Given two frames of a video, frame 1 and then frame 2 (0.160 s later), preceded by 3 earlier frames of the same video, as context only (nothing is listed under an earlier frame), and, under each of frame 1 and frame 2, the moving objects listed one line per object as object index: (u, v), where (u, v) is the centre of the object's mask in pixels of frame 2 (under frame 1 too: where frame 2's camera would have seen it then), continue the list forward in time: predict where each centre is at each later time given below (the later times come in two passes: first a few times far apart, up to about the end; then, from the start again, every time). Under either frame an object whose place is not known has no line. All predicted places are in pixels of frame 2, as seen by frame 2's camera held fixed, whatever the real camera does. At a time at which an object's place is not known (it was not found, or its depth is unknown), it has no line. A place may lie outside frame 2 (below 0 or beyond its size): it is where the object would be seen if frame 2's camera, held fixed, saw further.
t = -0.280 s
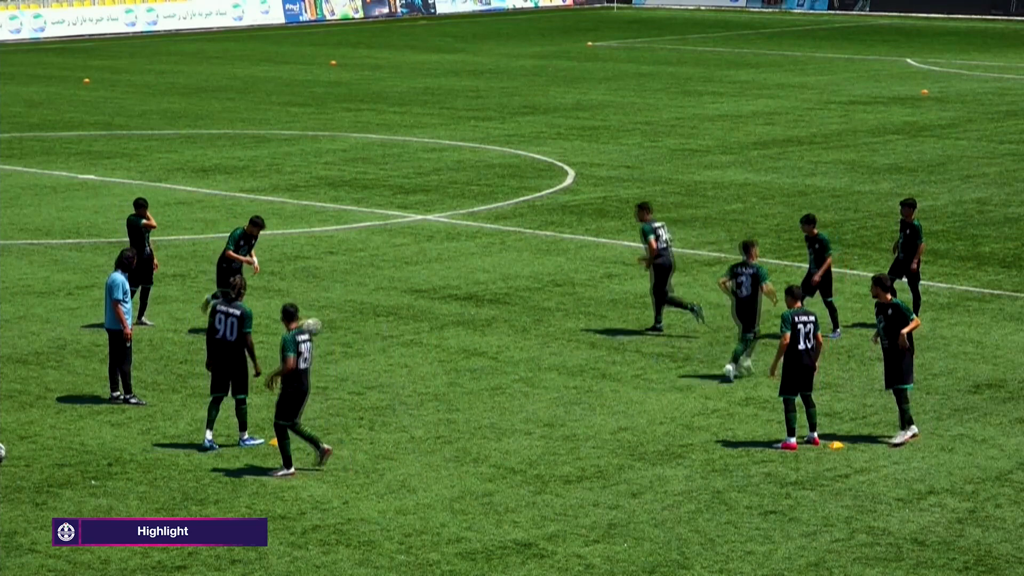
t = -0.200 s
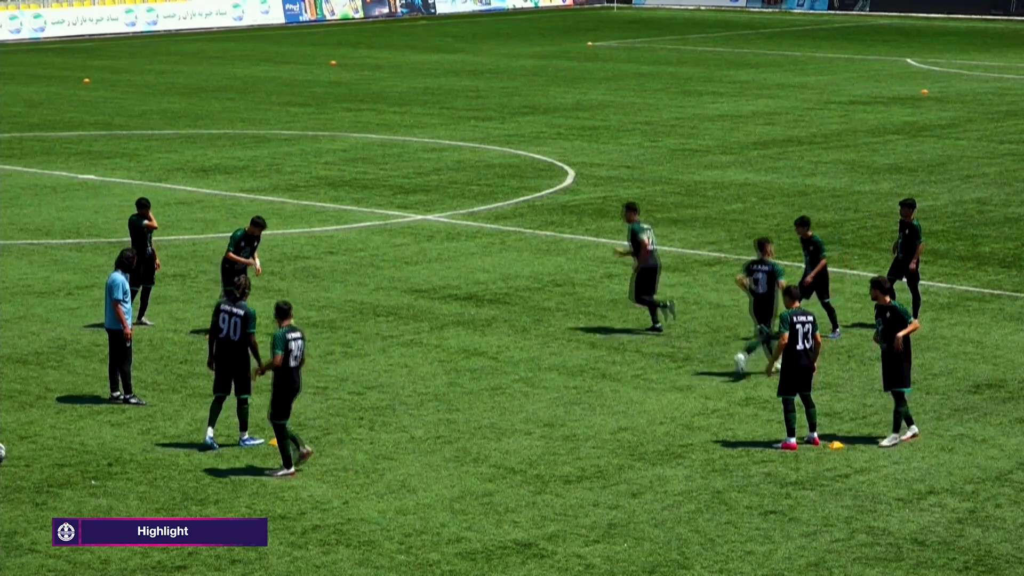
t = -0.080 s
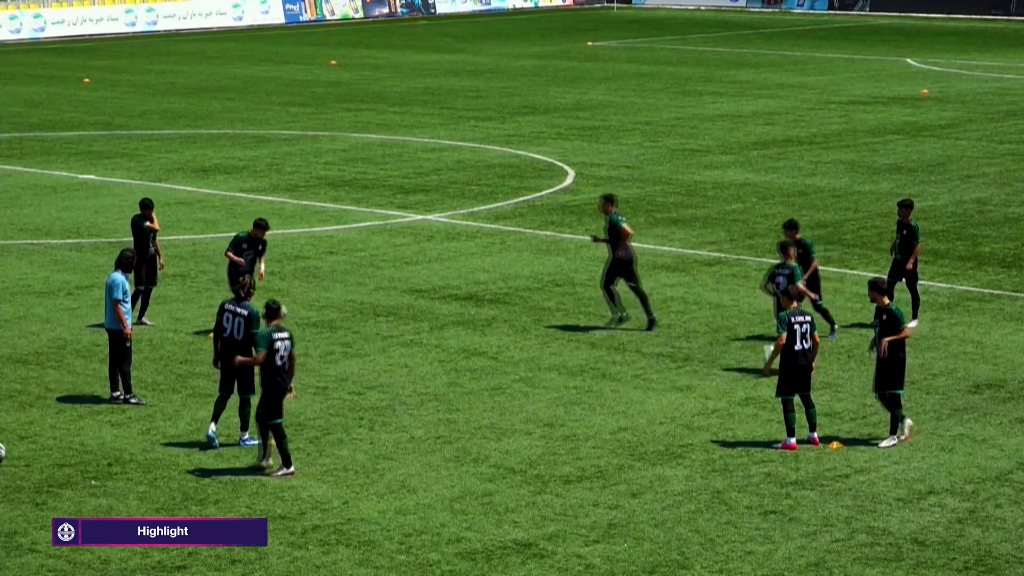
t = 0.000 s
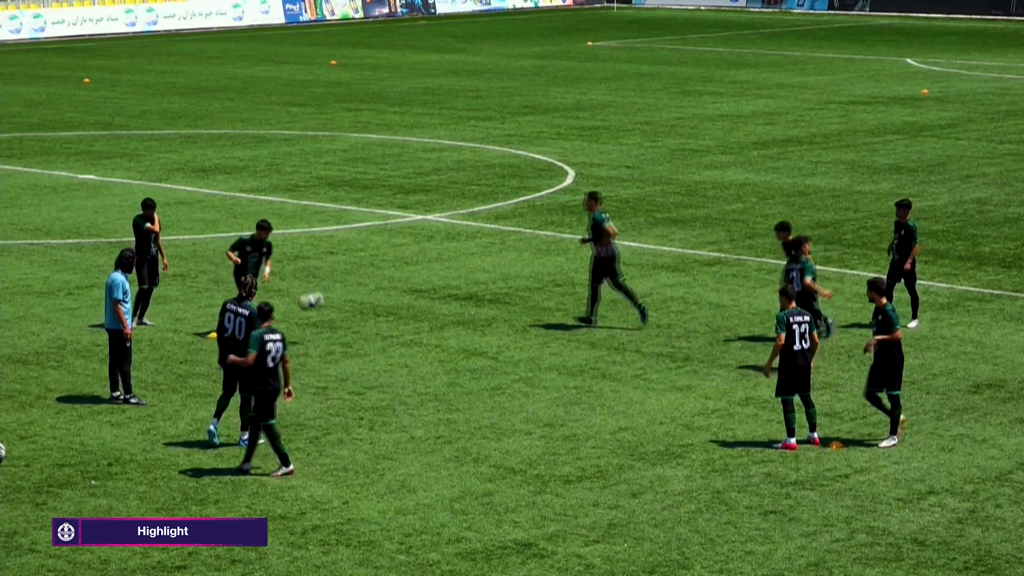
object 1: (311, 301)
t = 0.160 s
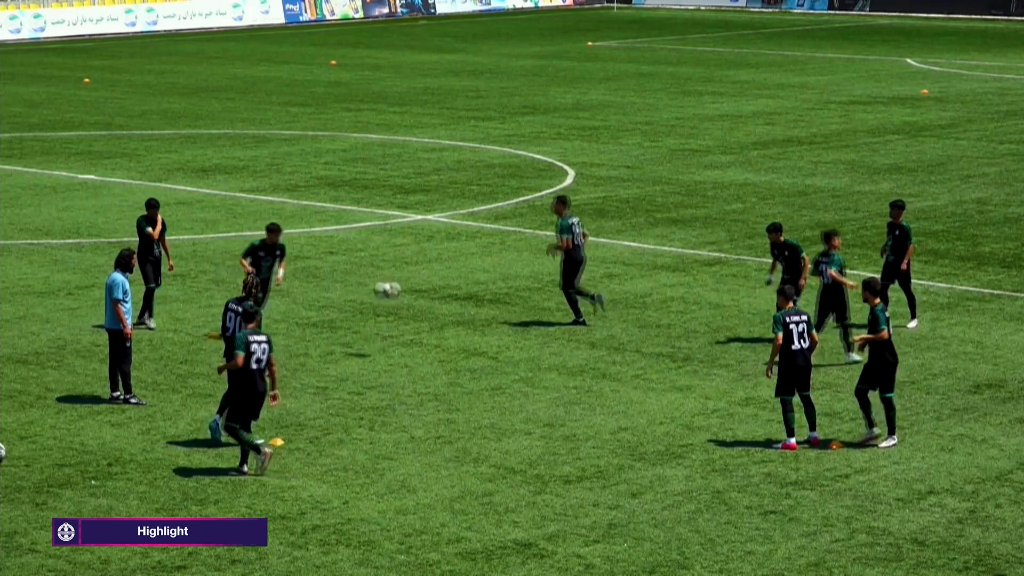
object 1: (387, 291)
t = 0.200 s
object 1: (407, 290)
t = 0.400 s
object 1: (507, 309)
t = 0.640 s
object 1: (636, 376)
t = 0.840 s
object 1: (696, 369)
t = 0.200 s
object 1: (407, 290)
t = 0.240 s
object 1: (427, 291)
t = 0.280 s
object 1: (447, 293)
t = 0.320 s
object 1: (467, 298)
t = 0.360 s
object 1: (488, 303)
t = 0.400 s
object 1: (507, 309)
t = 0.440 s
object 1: (529, 316)
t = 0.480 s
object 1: (550, 325)
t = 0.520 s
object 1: (571, 335)
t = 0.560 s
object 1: (593, 347)
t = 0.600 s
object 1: (615, 361)
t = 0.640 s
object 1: (636, 376)
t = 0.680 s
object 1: (658, 391)
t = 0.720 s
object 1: (669, 389)
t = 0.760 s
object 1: (679, 381)
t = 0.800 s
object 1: (687, 375)
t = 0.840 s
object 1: (696, 369)
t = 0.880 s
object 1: (704, 366)
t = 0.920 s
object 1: (714, 364)
